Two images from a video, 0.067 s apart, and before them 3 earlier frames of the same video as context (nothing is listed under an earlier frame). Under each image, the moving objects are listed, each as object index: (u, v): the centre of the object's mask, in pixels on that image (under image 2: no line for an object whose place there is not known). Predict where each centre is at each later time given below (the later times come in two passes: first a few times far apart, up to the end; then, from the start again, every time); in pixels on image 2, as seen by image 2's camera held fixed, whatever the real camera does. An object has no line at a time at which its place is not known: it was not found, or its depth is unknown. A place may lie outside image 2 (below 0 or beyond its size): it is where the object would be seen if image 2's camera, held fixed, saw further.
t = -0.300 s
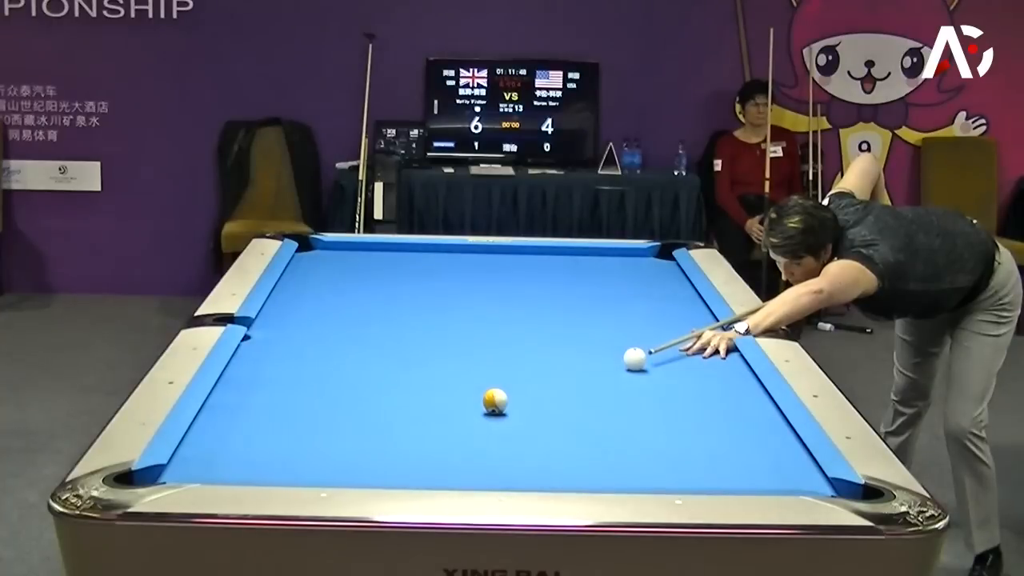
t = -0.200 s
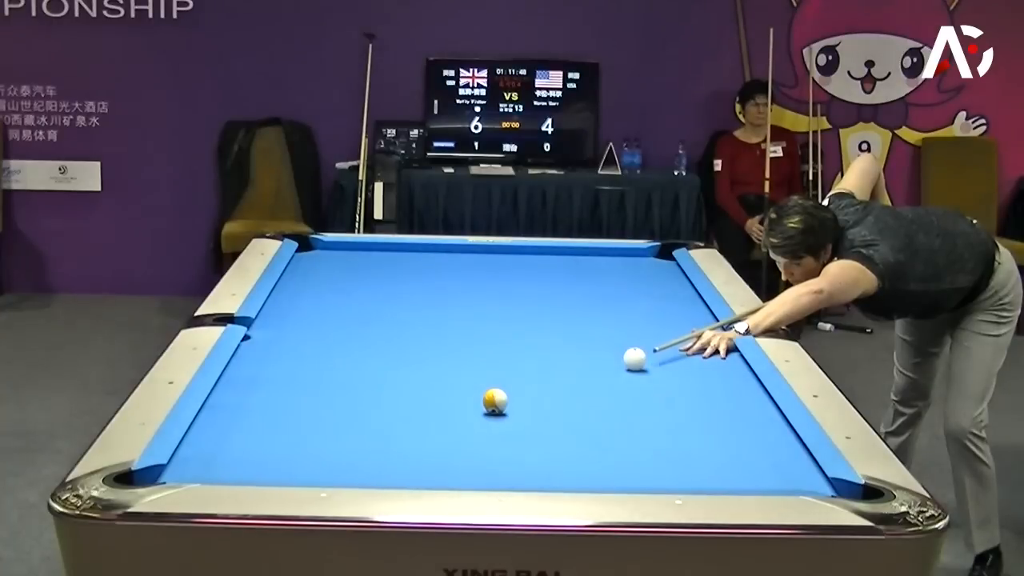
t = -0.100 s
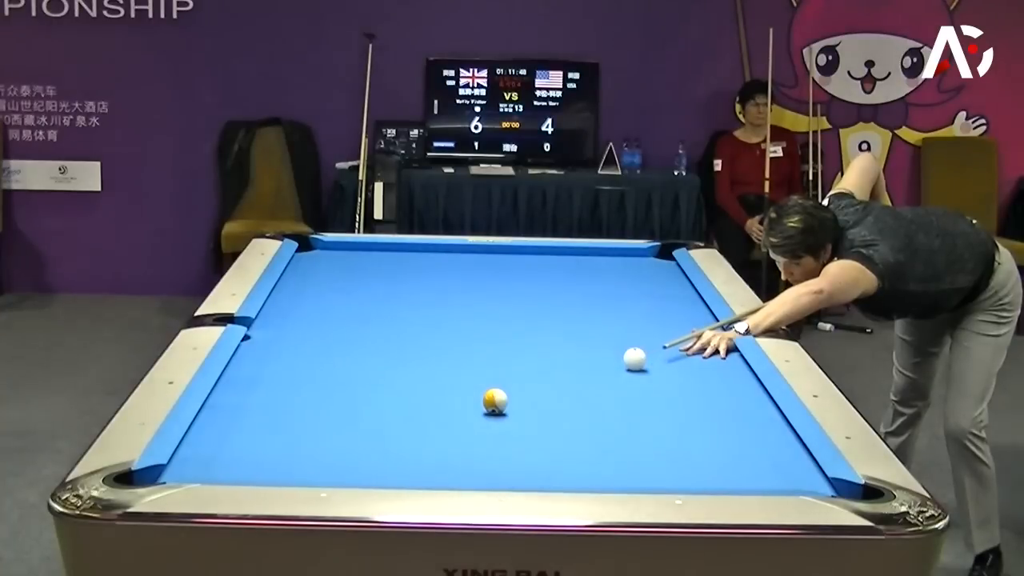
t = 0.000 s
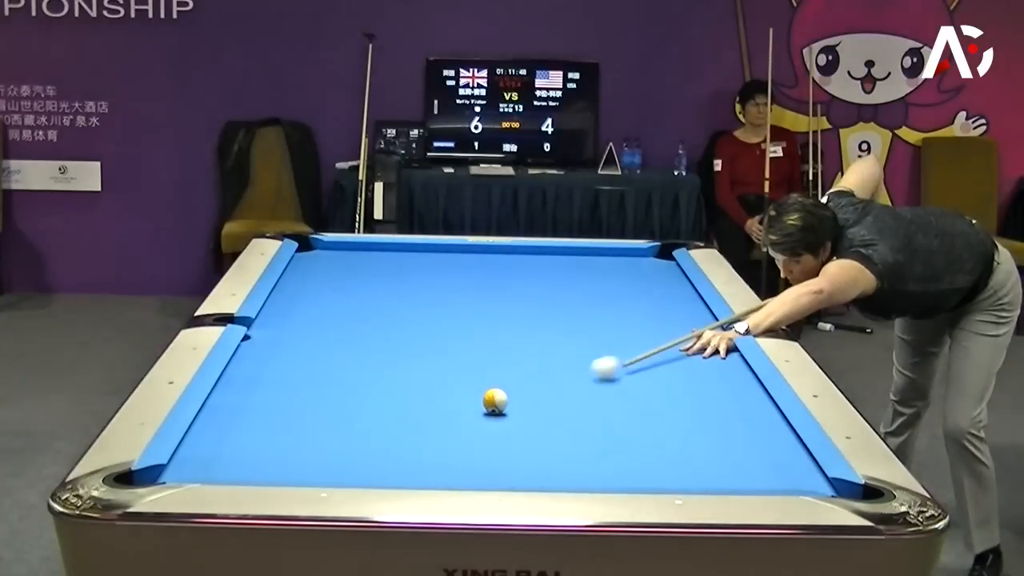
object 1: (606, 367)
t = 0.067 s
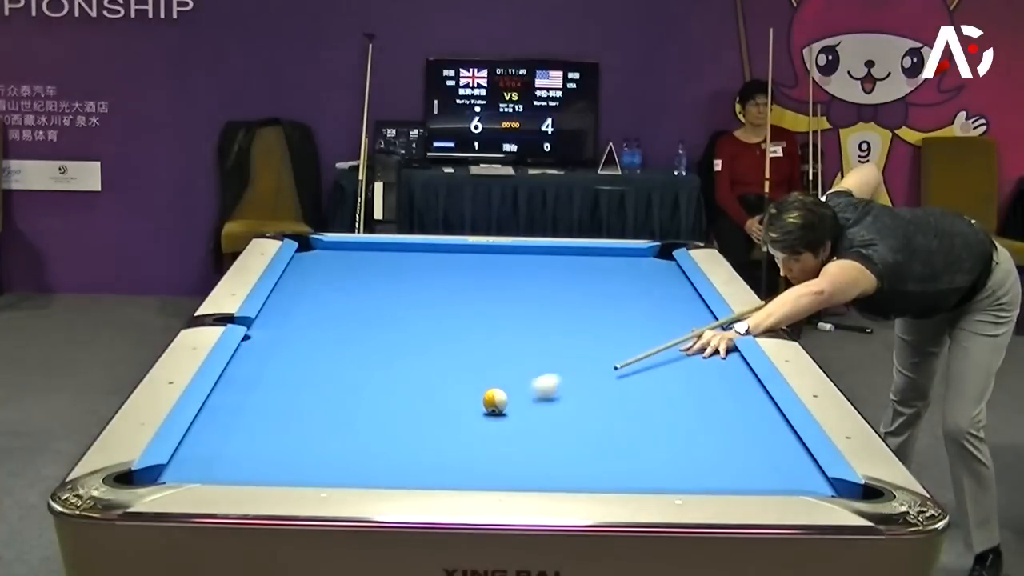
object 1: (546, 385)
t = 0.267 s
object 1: (523, 405)
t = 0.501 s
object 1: (534, 415)
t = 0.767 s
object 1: (546, 427)
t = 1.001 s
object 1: (557, 437)
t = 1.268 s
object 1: (569, 449)
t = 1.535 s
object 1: (581, 460)
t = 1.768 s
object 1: (591, 470)
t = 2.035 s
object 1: (603, 477)
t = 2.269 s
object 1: (611, 480)
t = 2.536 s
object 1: (614, 478)
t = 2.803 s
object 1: (616, 475)
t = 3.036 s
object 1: (618, 474)
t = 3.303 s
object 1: (618, 472)
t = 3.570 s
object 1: (620, 470)
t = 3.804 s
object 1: (621, 469)
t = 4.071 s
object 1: (621, 469)
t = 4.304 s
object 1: (621, 469)
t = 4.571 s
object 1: (621, 469)
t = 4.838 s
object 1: (621, 469)
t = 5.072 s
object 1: (621, 469)
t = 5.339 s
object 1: (621, 469)
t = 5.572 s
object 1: (621, 469)
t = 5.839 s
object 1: (621, 469)
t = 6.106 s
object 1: (621, 469)
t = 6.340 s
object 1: (621, 469)
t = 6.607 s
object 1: (621, 470)
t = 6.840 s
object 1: (621, 469)
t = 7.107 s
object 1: (621, 469)
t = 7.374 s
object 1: (621, 470)
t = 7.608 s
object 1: (621, 470)
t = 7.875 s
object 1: (621, 470)
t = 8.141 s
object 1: (621, 470)
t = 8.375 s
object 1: (621, 469)
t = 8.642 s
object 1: (621, 469)
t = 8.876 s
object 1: (621, 469)
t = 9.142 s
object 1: (621, 469)
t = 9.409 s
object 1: (621, 469)
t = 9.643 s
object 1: (621, 469)
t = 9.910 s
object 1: (621, 469)
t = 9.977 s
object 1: (621, 469)
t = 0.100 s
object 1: (517, 396)
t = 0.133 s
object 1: (516, 399)
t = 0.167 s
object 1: (519, 400)
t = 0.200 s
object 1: (520, 402)
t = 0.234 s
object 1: (522, 404)
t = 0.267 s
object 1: (523, 405)
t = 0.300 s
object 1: (525, 406)
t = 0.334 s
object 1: (527, 408)
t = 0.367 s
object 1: (528, 409)
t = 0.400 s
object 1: (530, 411)
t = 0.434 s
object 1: (531, 412)
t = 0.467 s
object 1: (533, 414)
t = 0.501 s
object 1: (534, 415)
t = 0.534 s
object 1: (536, 417)
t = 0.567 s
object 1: (537, 418)
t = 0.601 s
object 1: (539, 420)
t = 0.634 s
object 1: (540, 421)
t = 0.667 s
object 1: (542, 423)
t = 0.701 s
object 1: (543, 424)
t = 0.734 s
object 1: (545, 426)
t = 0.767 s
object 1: (546, 427)
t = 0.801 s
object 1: (548, 429)
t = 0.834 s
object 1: (550, 430)
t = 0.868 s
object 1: (551, 432)
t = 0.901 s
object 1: (552, 433)
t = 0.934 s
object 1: (554, 435)
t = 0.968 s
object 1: (555, 436)
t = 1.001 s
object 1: (557, 437)
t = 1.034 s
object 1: (558, 439)
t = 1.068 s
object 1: (560, 440)
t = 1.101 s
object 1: (561, 442)
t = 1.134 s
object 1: (563, 443)
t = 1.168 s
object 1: (565, 445)
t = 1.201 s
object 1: (566, 446)
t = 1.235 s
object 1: (568, 448)
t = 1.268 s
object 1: (569, 449)
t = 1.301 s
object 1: (571, 451)
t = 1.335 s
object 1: (572, 452)
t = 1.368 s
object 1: (574, 453)
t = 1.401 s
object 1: (576, 455)
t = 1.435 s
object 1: (577, 456)
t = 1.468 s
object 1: (578, 458)
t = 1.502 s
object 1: (580, 459)
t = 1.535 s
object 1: (581, 460)
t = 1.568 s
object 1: (583, 462)
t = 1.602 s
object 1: (584, 463)
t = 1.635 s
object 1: (586, 465)
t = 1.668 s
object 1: (587, 466)
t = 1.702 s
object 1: (589, 467)
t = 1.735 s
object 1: (590, 469)
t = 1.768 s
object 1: (591, 470)
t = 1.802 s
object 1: (593, 471)
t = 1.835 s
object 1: (594, 472)
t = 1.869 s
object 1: (596, 473)
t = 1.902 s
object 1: (597, 474)
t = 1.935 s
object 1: (599, 475)
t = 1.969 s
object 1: (600, 475)
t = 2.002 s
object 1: (601, 476)
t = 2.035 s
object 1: (603, 477)
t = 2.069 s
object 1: (604, 477)
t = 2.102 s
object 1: (605, 478)
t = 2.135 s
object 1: (607, 479)
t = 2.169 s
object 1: (608, 479)
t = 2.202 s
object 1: (609, 480)
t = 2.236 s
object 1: (611, 480)
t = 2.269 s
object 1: (611, 480)
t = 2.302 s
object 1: (611, 479)
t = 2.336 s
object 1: (612, 479)
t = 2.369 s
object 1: (612, 479)
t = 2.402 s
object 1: (612, 478)
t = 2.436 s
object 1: (613, 478)
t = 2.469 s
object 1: (613, 478)
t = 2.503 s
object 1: (614, 478)
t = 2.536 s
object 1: (614, 478)
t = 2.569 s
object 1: (614, 477)
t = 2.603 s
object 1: (615, 477)
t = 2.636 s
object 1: (615, 477)
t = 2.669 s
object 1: (615, 477)
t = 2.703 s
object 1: (615, 476)
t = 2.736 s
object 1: (616, 476)
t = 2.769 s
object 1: (616, 476)
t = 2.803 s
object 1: (616, 475)
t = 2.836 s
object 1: (616, 475)
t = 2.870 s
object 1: (617, 475)
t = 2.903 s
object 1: (617, 475)
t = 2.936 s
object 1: (617, 474)
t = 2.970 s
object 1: (617, 474)
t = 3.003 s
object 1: (617, 474)
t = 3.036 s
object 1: (618, 474)
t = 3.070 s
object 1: (618, 473)
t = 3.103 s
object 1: (618, 473)
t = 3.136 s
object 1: (618, 473)
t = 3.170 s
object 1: (618, 473)
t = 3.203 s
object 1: (618, 472)
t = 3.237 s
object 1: (618, 472)
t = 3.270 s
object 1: (618, 472)
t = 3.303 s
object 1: (618, 472)
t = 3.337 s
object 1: (619, 472)
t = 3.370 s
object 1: (619, 471)
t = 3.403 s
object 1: (619, 471)
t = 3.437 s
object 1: (619, 471)
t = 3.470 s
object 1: (619, 470)
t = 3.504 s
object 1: (620, 470)
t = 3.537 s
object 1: (620, 470)
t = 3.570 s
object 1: (620, 470)
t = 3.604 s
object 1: (620, 470)
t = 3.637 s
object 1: (621, 470)
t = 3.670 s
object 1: (621, 470)
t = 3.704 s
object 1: (621, 470)
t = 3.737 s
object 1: (621, 470)
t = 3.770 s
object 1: (621, 469)
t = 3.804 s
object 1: (621, 469)
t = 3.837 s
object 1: (621, 470)
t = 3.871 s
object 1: (621, 469)
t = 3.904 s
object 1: (621, 469)
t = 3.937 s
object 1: (621, 469)
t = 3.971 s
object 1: (621, 469)
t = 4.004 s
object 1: (621, 469)
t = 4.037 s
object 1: (621, 469)
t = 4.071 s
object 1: (621, 469)
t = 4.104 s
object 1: (621, 469)
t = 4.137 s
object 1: (621, 469)
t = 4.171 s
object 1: (621, 469)
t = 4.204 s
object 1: (621, 469)
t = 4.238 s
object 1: (621, 469)
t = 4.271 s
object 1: (621, 469)
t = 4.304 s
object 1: (621, 469)
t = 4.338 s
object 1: (621, 469)
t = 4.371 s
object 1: (621, 469)
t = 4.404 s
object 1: (621, 469)
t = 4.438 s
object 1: (621, 469)
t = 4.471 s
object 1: (621, 469)
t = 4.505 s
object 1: (621, 469)
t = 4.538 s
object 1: (621, 469)
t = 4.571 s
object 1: (621, 469)
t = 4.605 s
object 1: (621, 469)
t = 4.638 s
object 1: (621, 469)
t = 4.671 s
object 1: (621, 469)
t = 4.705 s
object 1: (621, 469)
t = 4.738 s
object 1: (621, 469)
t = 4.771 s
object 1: (621, 469)
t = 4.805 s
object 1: (621, 469)
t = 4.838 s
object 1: (621, 469)
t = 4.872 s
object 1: (621, 469)
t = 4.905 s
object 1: (621, 469)
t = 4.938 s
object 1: (621, 469)
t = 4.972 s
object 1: (621, 469)
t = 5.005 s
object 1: (621, 469)
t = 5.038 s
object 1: (621, 469)
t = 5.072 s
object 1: (621, 469)
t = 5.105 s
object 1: (621, 469)
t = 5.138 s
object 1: (621, 469)
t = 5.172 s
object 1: (621, 469)
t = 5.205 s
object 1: (621, 469)
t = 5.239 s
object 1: (621, 469)
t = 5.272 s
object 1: (621, 469)
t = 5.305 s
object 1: (621, 469)
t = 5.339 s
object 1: (621, 469)
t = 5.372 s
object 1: (621, 469)
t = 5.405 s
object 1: (621, 469)
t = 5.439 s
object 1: (621, 469)
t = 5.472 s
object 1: (621, 469)
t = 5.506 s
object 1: (621, 469)
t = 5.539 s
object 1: (621, 469)
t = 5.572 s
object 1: (621, 469)
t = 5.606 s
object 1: (621, 469)
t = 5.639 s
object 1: (621, 469)
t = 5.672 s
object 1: (621, 469)
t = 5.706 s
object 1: (621, 469)
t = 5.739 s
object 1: (621, 469)
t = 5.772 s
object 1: (621, 469)
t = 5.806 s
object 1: (621, 469)
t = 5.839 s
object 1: (621, 469)
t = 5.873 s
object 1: (621, 469)
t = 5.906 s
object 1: (622, 469)
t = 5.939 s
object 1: (622, 469)
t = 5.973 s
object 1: (621, 469)
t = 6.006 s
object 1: (621, 469)
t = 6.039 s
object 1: (621, 469)
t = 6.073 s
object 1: (621, 469)
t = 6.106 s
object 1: (621, 469)
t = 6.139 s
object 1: (621, 469)
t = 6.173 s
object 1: (621, 469)
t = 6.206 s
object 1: (621, 469)
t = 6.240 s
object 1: (621, 469)
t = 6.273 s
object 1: (621, 469)
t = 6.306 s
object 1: (621, 469)
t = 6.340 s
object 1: (621, 469)
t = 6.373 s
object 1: (621, 469)
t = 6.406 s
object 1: (621, 469)
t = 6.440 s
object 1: (621, 469)
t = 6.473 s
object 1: (621, 469)
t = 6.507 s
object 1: (621, 469)
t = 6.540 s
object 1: (621, 469)
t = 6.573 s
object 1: (621, 469)
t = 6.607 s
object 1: (621, 470)
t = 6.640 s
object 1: (621, 470)
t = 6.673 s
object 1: (621, 470)
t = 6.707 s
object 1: (621, 469)
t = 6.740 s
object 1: (621, 470)
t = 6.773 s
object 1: (621, 470)
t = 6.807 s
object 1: (621, 470)
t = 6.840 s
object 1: (621, 469)
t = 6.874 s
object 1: (621, 470)
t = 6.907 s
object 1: (621, 469)
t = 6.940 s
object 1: (621, 470)
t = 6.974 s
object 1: (621, 470)
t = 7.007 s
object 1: (621, 470)
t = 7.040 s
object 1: (621, 470)
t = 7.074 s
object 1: (621, 470)
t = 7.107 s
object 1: (621, 469)
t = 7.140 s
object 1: (621, 470)
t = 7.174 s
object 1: (621, 470)
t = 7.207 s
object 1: (621, 470)
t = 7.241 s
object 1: (621, 470)
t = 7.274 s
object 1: (621, 470)
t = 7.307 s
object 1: (621, 470)
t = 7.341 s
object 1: (621, 470)
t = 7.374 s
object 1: (621, 470)
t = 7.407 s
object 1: (621, 470)
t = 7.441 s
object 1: (621, 470)
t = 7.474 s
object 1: (621, 470)
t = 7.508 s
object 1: (621, 470)
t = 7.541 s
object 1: (621, 470)
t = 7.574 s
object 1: (621, 470)
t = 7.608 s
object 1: (621, 470)
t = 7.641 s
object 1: (621, 470)
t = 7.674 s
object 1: (621, 470)
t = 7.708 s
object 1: (621, 470)
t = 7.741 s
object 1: (621, 470)
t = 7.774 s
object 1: (621, 470)
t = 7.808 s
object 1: (621, 470)
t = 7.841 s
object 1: (621, 470)
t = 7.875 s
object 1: (621, 470)
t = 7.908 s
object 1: (621, 470)
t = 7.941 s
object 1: (621, 470)
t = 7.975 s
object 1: (621, 470)
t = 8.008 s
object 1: (621, 470)
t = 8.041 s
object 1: (621, 470)
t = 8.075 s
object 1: (621, 470)
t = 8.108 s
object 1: (621, 470)
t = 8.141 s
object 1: (621, 470)
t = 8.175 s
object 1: (621, 470)
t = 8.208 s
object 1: (621, 469)
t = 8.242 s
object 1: (621, 470)
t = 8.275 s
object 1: (621, 469)
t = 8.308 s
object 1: (621, 469)
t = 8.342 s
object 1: (621, 469)
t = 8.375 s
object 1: (621, 469)
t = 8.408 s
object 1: (621, 469)
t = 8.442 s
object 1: (621, 469)
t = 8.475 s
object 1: (621, 469)
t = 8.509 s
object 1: (621, 470)
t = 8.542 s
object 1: (621, 470)
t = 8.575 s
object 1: (621, 470)
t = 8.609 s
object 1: (621, 469)
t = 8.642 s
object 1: (621, 469)
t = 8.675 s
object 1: (621, 469)
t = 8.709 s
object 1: (621, 469)
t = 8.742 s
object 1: (621, 469)
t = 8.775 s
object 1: (621, 469)
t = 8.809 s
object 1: (621, 469)
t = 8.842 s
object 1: (621, 469)
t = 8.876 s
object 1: (621, 469)
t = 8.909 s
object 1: (621, 469)
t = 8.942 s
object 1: (621, 469)
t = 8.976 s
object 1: (621, 469)
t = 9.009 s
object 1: (621, 469)
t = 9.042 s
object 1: (621, 469)
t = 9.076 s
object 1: (621, 469)
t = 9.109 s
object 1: (621, 469)
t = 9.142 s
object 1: (621, 469)
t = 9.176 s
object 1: (621, 469)
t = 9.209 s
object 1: (621, 469)
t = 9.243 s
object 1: (621, 469)
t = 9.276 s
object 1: (621, 469)
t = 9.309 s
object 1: (621, 469)
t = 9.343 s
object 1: (621, 469)
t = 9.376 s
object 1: (621, 469)
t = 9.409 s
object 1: (621, 469)
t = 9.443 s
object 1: (621, 469)
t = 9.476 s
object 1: (621, 469)
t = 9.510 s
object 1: (621, 469)
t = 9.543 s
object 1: (621, 469)
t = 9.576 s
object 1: (621, 469)
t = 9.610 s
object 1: (621, 469)
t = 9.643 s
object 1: (621, 469)
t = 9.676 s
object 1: (621, 469)
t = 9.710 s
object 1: (621, 469)
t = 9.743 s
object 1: (621, 469)
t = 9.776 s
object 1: (621, 469)
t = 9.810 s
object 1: (621, 469)
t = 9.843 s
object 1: (621, 469)
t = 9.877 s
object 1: (621, 469)
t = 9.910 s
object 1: (621, 469)
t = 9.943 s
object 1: (621, 469)
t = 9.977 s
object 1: (621, 469)
